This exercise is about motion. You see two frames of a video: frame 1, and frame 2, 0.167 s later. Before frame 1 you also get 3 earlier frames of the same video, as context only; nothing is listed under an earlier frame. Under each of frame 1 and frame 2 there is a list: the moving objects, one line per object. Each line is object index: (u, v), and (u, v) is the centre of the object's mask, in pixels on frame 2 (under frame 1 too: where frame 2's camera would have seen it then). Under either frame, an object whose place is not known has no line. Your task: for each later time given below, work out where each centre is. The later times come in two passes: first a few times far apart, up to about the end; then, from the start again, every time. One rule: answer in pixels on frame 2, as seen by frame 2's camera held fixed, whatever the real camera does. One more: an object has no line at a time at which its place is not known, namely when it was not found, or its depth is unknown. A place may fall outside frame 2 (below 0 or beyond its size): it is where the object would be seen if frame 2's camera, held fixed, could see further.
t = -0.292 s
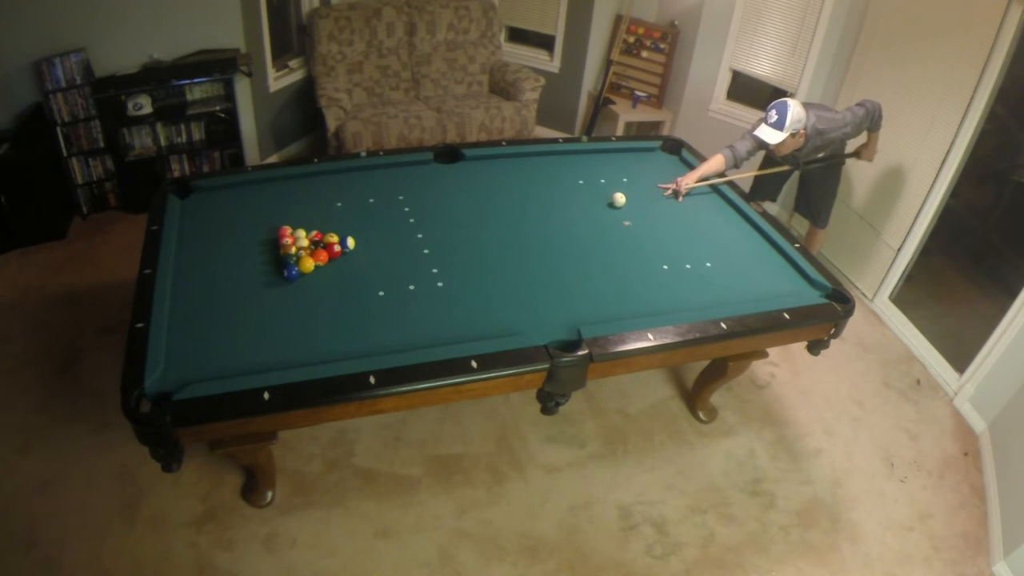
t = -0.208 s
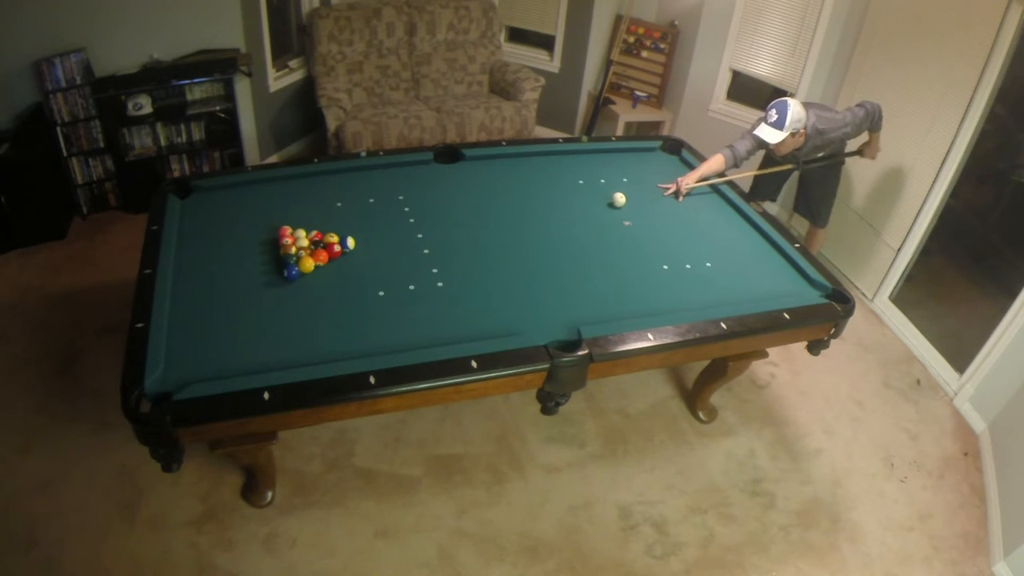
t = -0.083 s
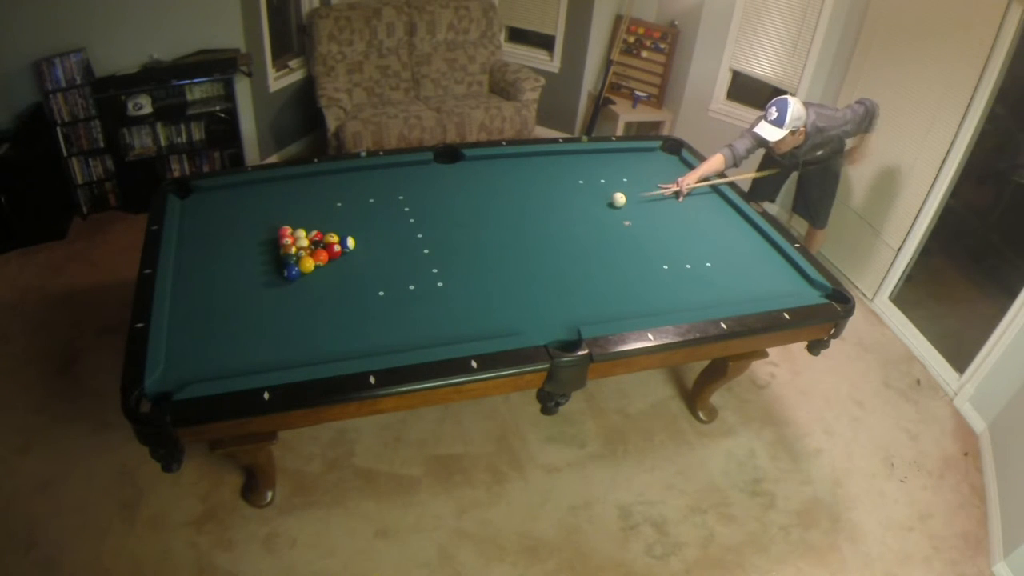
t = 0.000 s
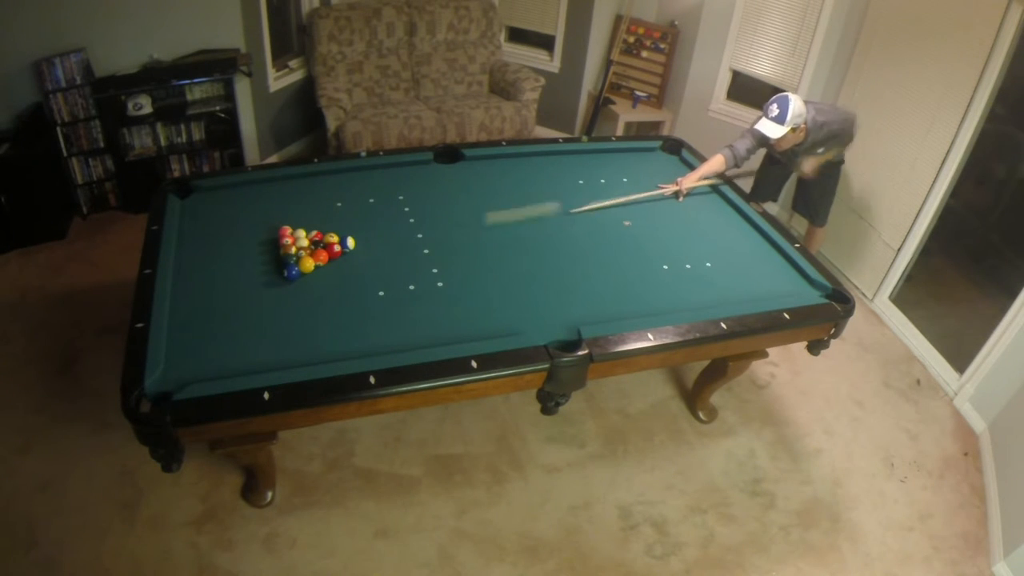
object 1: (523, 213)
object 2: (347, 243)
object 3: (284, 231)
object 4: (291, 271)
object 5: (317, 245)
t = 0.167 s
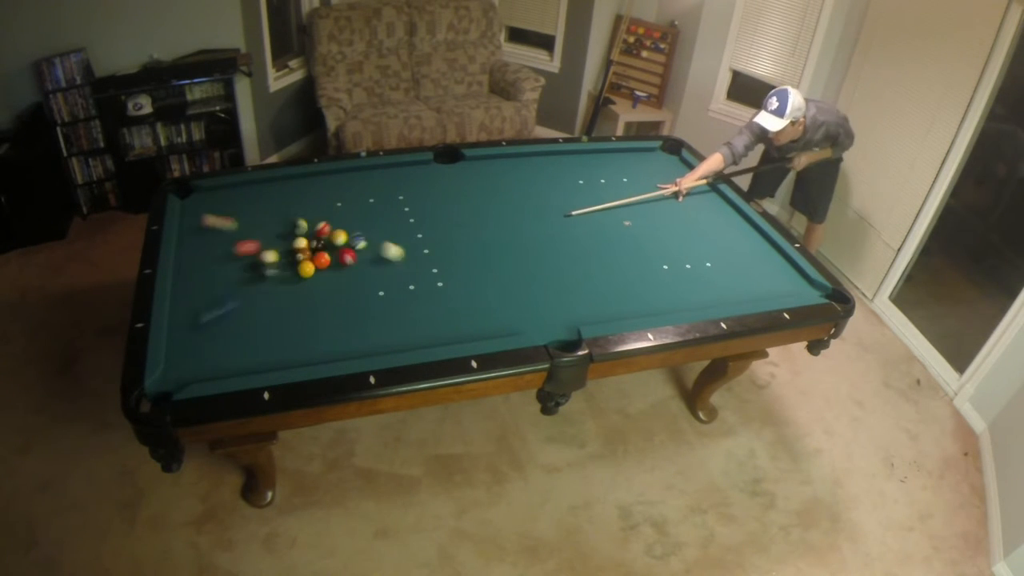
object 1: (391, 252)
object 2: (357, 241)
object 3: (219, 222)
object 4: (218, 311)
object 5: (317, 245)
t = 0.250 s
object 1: (417, 262)
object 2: (369, 239)
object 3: (202, 209)
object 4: (189, 342)
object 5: (318, 244)
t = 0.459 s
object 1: (458, 290)
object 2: (399, 233)
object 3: (287, 179)
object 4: (310, 357)
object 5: (320, 238)
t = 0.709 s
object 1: (485, 327)
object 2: (426, 225)
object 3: (375, 182)
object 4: (414, 318)
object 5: (321, 232)
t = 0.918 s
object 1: (492, 318)
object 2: (449, 221)
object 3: (447, 187)
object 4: (492, 292)
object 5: (324, 228)
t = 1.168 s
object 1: (496, 298)
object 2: (475, 214)
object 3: (533, 193)
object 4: (567, 263)
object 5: (340, 219)
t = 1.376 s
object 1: (498, 283)
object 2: (493, 211)
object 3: (603, 200)
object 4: (622, 245)
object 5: (356, 209)
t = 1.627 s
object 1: (501, 267)
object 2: (514, 205)
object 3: (681, 209)
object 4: (677, 225)
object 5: (375, 200)
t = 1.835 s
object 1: (503, 256)
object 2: (530, 204)
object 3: (740, 217)
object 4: (714, 211)
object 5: (388, 192)
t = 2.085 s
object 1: (505, 244)
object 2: (546, 200)
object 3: (737, 239)
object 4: (702, 197)
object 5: (403, 185)
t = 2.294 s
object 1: (507, 235)
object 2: (560, 196)
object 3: (729, 261)
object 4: (665, 185)
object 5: (414, 179)
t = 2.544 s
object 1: (508, 225)
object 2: (572, 193)
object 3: (720, 289)
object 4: (624, 171)
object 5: (427, 172)
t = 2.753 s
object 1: (509, 218)
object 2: (581, 192)
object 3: (699, 299)
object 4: (591, 161)
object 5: (436, 168)
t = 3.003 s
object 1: (510, 211)
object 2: (594, 188)
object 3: (659, 289)
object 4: (559, 156)
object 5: (446, 164)
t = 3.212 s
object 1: (510, 206)
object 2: (601, 187)
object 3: (626, 281)
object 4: (546, 162)
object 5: (454, 157)
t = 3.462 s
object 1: (511, 200)
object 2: (608, 185)
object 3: (590, 271)
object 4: (529, 169)
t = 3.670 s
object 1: (511, 196)
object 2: (614, 184)
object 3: (581, 263)
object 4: (514, 176)
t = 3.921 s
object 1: (511, 192)
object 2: (621, 181)
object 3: (572, 254)
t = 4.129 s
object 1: (512, 190)
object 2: (624, 180)
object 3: (564, 247)
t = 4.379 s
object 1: (512, 187)
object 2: (628, 180)
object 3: (556, 240)
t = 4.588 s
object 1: (512, 186)
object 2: (629, 179)
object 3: (551, 235)
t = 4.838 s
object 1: (512, 185)
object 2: (630, 179)
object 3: (546, 230)
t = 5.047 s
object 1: (512, 185)
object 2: (631, 179)
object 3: (541, 227)
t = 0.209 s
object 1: (405, 257)
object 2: (363, 240)
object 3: (193, 217)
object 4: (185, 329)
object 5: (317, 245)
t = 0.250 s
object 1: (417, 262)
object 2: (369, 239)
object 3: (202, 209)
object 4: (189, 342)
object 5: (318, 244)
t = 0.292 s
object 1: (427, 267)
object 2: (374, 237)
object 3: (221, 200)
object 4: (217, 344)
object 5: (318, 243)
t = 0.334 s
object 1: (437, 272)
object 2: (380, 235)
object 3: (240, 194)
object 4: (239, 350)
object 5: (318, 241)
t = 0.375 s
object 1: (445, 278)
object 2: (386, 234)
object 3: (257, 187)
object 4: (266, 355)
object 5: (319, 239)
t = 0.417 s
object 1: (452, 284)
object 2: (393, 233)
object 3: (272, 181)
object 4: (288, 359)
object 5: (319, 239)
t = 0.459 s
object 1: (458, 290)
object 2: (399, 233)
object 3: (287, 179)
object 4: (310, 357)
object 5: (320, 238)
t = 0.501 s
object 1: (462, 296)
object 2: (402, 232)
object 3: (301, 180)
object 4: (329, 352)
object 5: (320, 237)
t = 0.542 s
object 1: (467, 302)
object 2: (407, 230)
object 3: (316, 180)
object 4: (345, 345)
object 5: (320, 236)
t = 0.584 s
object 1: (471, 308)
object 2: (411, 228)
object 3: (331, 181)
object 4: (364, 339)
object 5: (321, 235)
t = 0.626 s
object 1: (476, 314)
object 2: (417, 229)
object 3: (345, 181)
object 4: (381, 331)
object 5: (321, 234)
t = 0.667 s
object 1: (480, 320)
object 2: (421, 228)
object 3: (360, 182)
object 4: (399, 326)
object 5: (321, 233)
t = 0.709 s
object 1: (485, 327)
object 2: (426, 225)
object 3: (375, 182)
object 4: (414, 318)
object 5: (321, 232)
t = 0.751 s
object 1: (489, 331)
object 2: (432, 223)
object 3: (389, 184)
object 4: (432, 314)
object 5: (321, 232)
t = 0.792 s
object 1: (490, 329)
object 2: (438, 222)
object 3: (404, 184)
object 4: (447, 308)
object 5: (322, 231)
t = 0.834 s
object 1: (491, 326)
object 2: (442, 222)
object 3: (418, 185)
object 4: (463, 302)
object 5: (322, 230)
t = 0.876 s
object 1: (491, 322)
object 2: (447, 223)
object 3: (433, 186)
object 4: (477, 297)
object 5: (322, 229)
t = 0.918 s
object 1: (492, 318)
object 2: (449, 221)
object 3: (447, 187)
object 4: (492, 292)
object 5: (324, 228)
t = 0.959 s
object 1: (493, 315)
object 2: (453, 220)
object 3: (462, 187)
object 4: (504, 286)
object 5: (323, 227)
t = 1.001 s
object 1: (493, 311)
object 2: (457, 219)
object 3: (477, 189)
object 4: (520, 281)
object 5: (326, 225)
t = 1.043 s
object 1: (494, 308)
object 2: (462, 218)
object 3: (491, 189)
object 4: (531, 277)
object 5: (330, 224)
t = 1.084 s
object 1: (494, 304)
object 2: (466, 218)
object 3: (505, 191)
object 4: (544, 272)
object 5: (333, 222)
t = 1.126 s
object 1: (495, 301)
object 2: (470, 216)
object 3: (520, 192)
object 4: (555, 268)
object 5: (336, 221)
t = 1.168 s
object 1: (496, 298)
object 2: (475, 214)
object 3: (533, 193)
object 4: (567, 263)
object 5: (340, 219)
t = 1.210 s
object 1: (496, 295)
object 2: (480, 213)
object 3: (548, 194)
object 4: (579, 260)
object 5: (343, 217)
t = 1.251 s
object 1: (497, 292)
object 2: (484, 212)
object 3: (562, 196)
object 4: (590, 255)
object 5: (346, 215)
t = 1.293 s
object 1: (497, 289)
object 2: (487, 213)
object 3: (575, 197)
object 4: (601, 252)
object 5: (350, 213)
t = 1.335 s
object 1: (498, 286)
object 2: (490, 212)
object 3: (589, 198)
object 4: (611, 248)
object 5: (353, 211)
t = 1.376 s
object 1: (498, 283)
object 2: (493, 211)
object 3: (603, 200)
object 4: (622, 245)
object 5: (356, 209)
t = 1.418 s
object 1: (499, 280)
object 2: (496, 210)
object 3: (616, 201)
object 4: (632, 241)
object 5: (359, 208)
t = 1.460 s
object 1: (499, 278)
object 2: (500, 209)
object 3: (630, 203)
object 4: (641, 237)
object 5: (363, 206)
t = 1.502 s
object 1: (500, 275)
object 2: (504, 209)
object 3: (642, 204)
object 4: (650, 235)
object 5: (366, 204)
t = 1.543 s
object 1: (500, 272)
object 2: (507, 209)
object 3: (655, 206)
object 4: (659, 230)
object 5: (369, 203)
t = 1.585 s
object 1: (501, 270)
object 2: (510, 207)
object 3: (667, 207)
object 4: (668, 228)
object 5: (372, 201)
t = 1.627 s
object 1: (501, 267)
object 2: (514, 205)
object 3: (681, 209)
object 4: (677, 225)
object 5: (375, 200)
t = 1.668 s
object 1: (502, 265)
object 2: (518, 204)
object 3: (693, 210)
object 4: (685, 222)
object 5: (378, 198)
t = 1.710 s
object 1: (502, 263)
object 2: (522, 204)
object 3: (705, 212)
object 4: (692, 220)
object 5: (380, 197)
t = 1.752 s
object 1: (502, 261)
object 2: (524, 204)
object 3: (717, 213)
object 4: (701, 216)
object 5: (383, 195)
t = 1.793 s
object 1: (503, 258)
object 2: (528, 204)
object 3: (727, 215)
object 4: (707, 214)
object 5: (385, 194)
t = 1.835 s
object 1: (503, 256)
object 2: (530, 204)
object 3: (740, 217)
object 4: (714, 211)
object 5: (388, 192)
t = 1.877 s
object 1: (503, 254)
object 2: (532, 203)
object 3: (746, 219)
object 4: (721, 209)
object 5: (391, 191)
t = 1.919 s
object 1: (504, 252)
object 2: (535, 202)
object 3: (743, 223)
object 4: (728, 207)
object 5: (394, 189)
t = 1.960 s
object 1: (504, 250)
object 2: (537, 201)
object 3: (741, 227)
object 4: (726, 204)
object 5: (396, 187)
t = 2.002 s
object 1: (505, 248)
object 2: (540, 200)
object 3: (739, 231)
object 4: (718, 202)
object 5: (399, 186)
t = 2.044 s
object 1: (505, 245)
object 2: (543, 200)
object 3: (738, 235)
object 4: (710, 200)
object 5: (401, 185)
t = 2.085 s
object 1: (505, 244)
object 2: (546, 200)
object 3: (737, 239)
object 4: (702, 197)
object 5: (403, 185)
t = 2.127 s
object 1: (506, 242)
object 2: (549, 199)
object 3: (735, 244)
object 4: (695, 194)
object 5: (405, 184)
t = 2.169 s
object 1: (506, 240)
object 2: (552, 198)
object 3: (734, 248)
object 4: (688, 192)
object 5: (408, 182)
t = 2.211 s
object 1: (506, 238)
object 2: (555, 197)
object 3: (732, 252)
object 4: (680, 190)
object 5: (410, 181)
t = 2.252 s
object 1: (506, 236)
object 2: (557, 196)
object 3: (731, 256)
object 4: (673, 187)
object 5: (412, 179)
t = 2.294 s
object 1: (507, 235)
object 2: (560, 196)
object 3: (729, 261)
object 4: (665, 185)
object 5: (414, 179)
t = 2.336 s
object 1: (507, 233)
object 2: (562, 196)
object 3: (728, 265)
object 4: (659, 182)
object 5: (416, 178)
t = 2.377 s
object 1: (507, 231)
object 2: (565, 196)
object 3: (726, 270)
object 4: (652, 181)
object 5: (418, 176)
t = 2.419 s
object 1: (507, 230)
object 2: (566, 195)
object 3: (725, 275)
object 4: (645, 179)
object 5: (421, 175)
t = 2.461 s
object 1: (508, 228)
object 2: (567, 195)
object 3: (723, 279)
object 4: (638, 176)
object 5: (423, 174)
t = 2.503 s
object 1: (508, 226)
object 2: (570, 194)
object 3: (721, 284)
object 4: (632, 174)
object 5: (424, 173)
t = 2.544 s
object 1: (508, 225)
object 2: (572, 193)
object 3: (720, 289)
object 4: (624, 171)
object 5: (427, 172)
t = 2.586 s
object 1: (508, 224)
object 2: (573, 193)
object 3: (718, 293)
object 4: (617, 170)
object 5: (428, 171)
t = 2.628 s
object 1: (508, 222)
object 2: (576, 193)
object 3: (716, 298)
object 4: (612, 168)
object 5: (430, 170)
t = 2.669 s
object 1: (509, 221)
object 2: (577, 192)
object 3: (713, 301)
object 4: (605, 166)
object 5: (433, 169)
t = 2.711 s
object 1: (509, 219)
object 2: (579, 192)
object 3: (706, 300)
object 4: (598, 164)
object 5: (434, 169)
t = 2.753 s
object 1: (509, 218)
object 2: (581, 192)
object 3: (699, 299)
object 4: (591, 161)
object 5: (436, 168)
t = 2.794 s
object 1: (509, 217)
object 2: (584, 191)
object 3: (693, 298)
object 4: (584, 160)
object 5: (437, 167)
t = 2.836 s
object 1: (509, 215)
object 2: (586, 190)
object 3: (686, 296)
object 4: (579, 159)
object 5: (439, 166)
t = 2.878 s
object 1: (509, 214)
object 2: (588, 189)
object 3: (679, 294)
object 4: (572, 157)
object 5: (440, 164)
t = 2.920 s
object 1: (510, 213)
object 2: (590, 189)
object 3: (672, 292)
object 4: (566, 155)
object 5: (442, 165)
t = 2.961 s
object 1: (510, 212)
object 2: (592, 189)
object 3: (665, 291)
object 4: (562, 154)
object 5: (443, 165)
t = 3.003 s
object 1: (510, 211)
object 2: (594, 188)
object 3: (659, 289)
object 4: (559, 156)
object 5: (446, 164)
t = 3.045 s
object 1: (510, 210)
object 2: (596, 188)
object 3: (652, 287)
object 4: (557, 157)
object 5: (447, 162)
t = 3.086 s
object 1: (510, 208)
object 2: (597, 188)
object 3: (646, 286)
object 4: (554, 158)
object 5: (448, 162)
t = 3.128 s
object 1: (510, 207)
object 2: (599, 188)
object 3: (639, 284)
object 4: (551, 160)
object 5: (449, 161)
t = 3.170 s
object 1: (510, 207)
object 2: (600, 187)
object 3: (632, 282)
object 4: (548, 160)
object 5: (452, 159)
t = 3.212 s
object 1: (510, 206)
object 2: (601, 187)
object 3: (626, 281)
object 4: (546, 162)
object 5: (454, 157)
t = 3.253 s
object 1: (510, 205)
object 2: (602, 187)
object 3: (619, 279)
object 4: (543, 164)
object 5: (456, 156)
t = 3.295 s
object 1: (510, 204)
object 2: (603, 186)
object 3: (613, 278)
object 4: (540, 165)
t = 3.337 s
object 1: (510, 203)
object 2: (605, 186)
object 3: (607, 277)
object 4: (537, 166)
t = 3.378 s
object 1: (510, 202)
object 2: (605, 186)
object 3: (601, 275)
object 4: (534, 168)
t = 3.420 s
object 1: (511, 201)
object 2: (606, 186)
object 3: (594, 273)
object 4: (531, 169)
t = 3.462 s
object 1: (511, 200)
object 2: (608, 185)
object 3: (590, 271)
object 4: (529, 169)
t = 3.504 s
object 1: (511, 199)
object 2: (609, 185)
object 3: (589, 269)
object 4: (526, 172)
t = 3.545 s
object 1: (511, 198)
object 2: (610, 185)
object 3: (587, 268)
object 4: (523, 173)
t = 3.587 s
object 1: (511, 198)
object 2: (611, 185)
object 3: (585, 266)
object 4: (521, 174)
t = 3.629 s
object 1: (511, 197)
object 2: (613, 185)
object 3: (583, 264)
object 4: (518, 175)
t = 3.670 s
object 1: (511, 196)
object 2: (614, 184)
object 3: (581, 263)
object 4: (514, 176)
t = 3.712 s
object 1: (511, 195)
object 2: (615, 184)
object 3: (579, 261)
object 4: (512, 177)
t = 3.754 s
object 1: (511, 195)
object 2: (616, 183)
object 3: (578, 260)
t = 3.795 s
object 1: (511, 194)
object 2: (617, 183)
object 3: (576, 258)
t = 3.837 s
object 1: (511, 194)
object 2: (619, 182)
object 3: (574, 256)
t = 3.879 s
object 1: (512, 193)
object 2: (620, 182)
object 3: (573, 255)
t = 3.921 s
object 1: (511, 192)
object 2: (621, 181)
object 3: (572, 254)
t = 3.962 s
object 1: (511, 192)
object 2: (621, 181)
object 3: (570, 252)
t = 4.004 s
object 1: (512, 191)
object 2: (622, 181)
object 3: (568, 251)
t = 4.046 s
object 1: (512, 190)
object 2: (623, 181)
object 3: (566, 250)
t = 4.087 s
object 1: (512, 190)
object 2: (624, 180)
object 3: (565, 248)
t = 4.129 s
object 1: (512, 190)
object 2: (624, 180)
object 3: (564, 247)
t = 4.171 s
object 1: (512, 189)
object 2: (625, 180)
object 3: (563, 246)
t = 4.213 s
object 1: (512, 189)
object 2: (625, 180)
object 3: (562, 244)
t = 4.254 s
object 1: (512, 188)
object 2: (626, 180)
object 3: (560, 243)
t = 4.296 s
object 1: (512, 188)
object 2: (627, 180)
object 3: (559, 242)
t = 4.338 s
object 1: (512, 188)
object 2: (627, 180)
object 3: (557, 241)
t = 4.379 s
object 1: (512, 187)
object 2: (628, 180)
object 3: (556, 240)
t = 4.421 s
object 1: (512, 187)
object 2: (628, 180)
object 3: (555, 239)
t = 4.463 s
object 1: (512, 187)
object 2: (628, 180)
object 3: (554, 238)
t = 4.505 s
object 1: (512, 186)
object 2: (629, 179)
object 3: (553, 237)
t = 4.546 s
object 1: (512, 186)
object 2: (629, 179)
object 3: (552, 236)
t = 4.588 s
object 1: (512, 186)
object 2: (629, 179)
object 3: (551, 235)
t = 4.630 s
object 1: (512, 186)
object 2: (629, 179)
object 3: (550, 234)
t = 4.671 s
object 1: (512, 186)
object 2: (630, 179)
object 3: (549, 234)
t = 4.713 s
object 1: (512, 185)
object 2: (630, 179)
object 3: (548, 233)
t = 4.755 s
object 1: (512, 185)
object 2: (630, 179)
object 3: (547, 232)
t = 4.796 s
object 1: (512, 185)
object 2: (630, 179)
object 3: (546, 231)
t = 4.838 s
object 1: (512, 185)
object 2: (630, 179)
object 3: (546, 230)
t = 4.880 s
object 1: (512, 185)
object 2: (630, 179)
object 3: (545, 230)
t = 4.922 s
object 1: (512, 185)
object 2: (631, 178)
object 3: (544, 229)
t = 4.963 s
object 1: (512, 185)
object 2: (631, 178)
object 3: (543, 229)
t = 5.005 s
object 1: (512, 185)
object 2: (631, 178)
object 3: (542, 228)
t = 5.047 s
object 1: (512, 185)
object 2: (631, 179)
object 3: (541, 227)
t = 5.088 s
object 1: (512, 185)
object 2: (631, 179)
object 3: (541, 227)
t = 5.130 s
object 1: (512, 185)
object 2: (631, 179)
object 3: (540, 226)
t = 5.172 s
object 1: (512, 185)
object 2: (630, 179)
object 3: (539, 226)
